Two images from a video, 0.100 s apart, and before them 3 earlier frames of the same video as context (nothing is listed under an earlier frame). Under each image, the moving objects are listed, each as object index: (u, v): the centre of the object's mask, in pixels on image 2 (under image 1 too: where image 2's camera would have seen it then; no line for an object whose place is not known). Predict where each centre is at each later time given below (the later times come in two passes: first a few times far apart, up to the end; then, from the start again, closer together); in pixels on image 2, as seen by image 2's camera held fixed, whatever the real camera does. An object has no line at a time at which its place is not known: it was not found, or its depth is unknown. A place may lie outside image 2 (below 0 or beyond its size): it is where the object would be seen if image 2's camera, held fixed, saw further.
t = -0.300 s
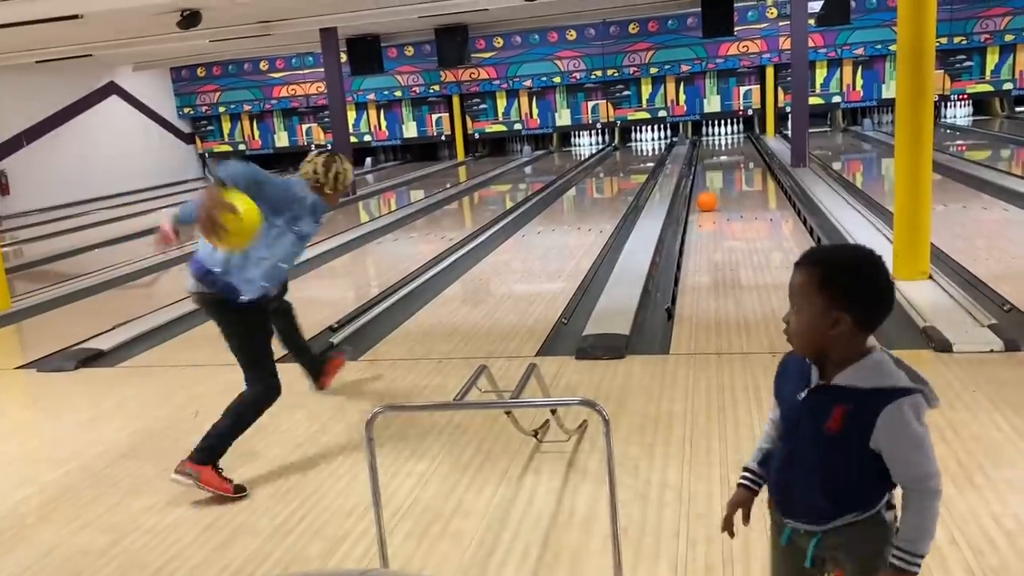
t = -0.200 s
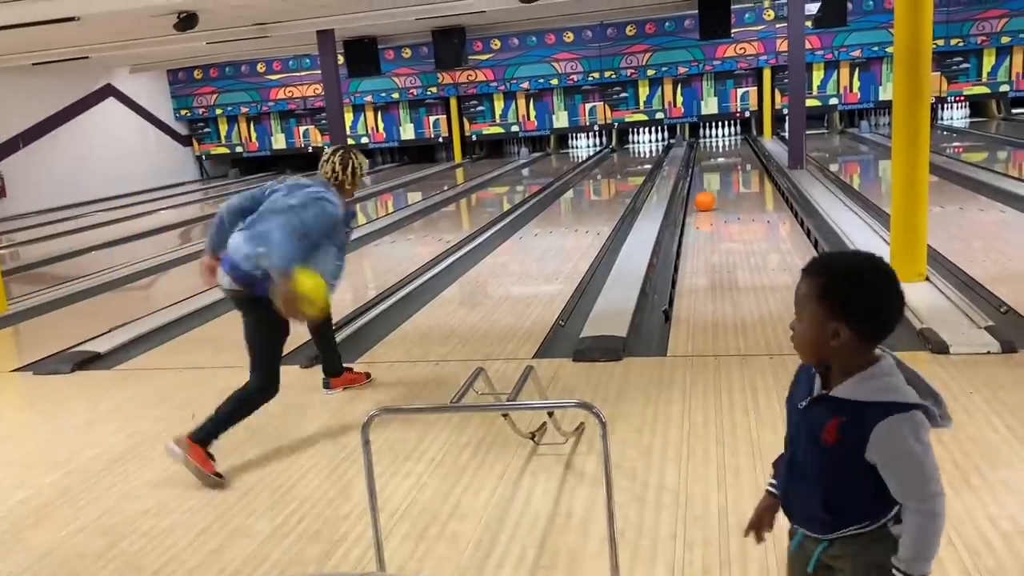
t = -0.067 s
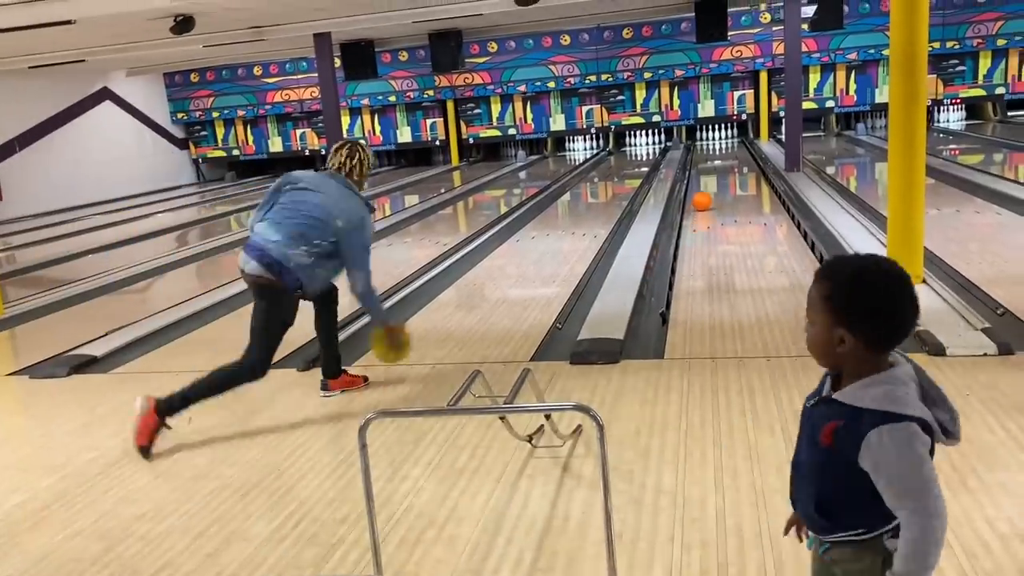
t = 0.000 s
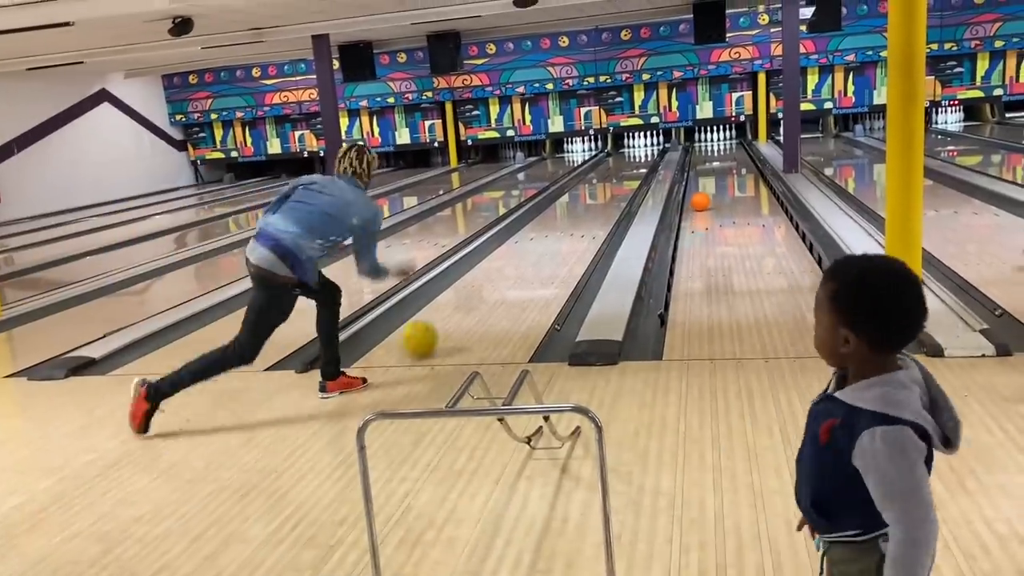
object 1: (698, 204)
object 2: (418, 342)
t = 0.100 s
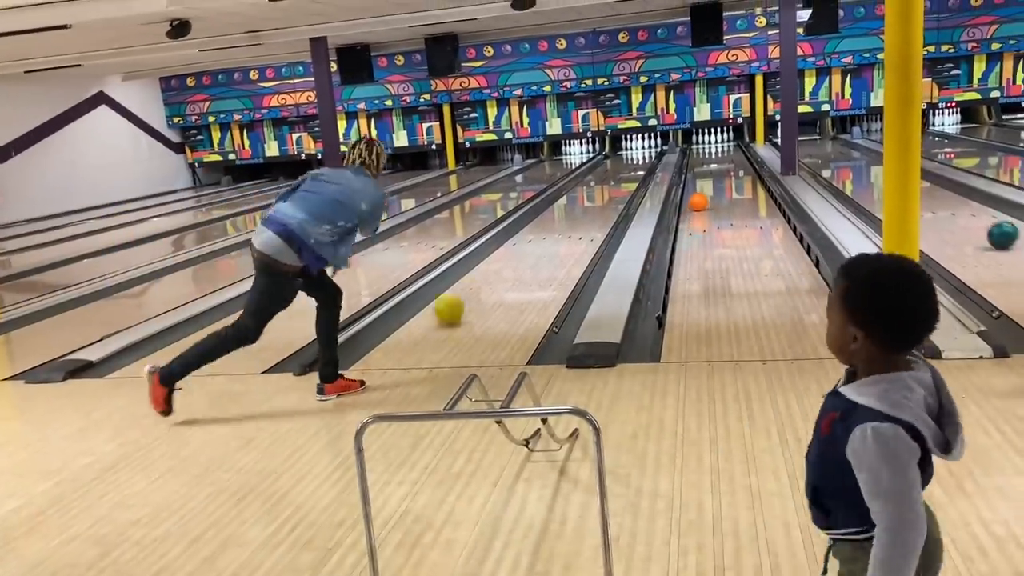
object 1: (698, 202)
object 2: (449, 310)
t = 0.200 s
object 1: (699, 200)
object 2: (473, 285)
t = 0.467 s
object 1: (699, 195)
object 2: (515, 239)
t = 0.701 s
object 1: (699, 192)
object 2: (539, 215)
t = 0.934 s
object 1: (699, 189)
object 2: (554, 197)
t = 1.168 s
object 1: (698, 185)
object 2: (564, 187)
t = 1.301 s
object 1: (698, 183)
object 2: (573, 180)
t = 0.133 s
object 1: (699, 201)
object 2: (457, 301)
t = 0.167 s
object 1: (699, 201)
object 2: (465, 293)
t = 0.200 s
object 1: (699, 200)
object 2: (473, 285)
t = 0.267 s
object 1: (699, 199)
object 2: (486, 271)
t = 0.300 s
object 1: (699, 198)
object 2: (491, 265)
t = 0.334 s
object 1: (699, 198)
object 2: (497, 259)
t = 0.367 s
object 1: (699, 197)
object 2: (502, 253)
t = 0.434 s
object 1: (698, 196)
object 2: (511, 244)
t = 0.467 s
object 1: (699, 195)
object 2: (515, 239)
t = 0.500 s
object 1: (699, 194)
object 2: (519, 235)
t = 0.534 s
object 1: (699, 194)
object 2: (522, 231)
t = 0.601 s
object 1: (699, 193)
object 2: (529, 224)
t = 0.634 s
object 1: (699, 192)
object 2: (533, 221)
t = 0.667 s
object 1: (699, 192)
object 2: (535, 218)
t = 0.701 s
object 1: (699, 192)
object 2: (539, 215)
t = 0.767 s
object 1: (698, 191)
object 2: (544, 209)
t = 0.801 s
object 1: (699, 190)
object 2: (546, 206)
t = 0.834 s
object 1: (699, 190)
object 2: (548, 204)
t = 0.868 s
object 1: (699, 189)
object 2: (551, 201)
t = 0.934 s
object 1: (699, 189)
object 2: (554, 197)
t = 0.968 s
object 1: (698, 188)
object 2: (556, 194)
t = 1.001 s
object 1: (698, 188)
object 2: (558, 193)
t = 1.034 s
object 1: (698, 187)
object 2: (559, 190)
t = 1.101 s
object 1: (698, 186)
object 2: (562, 188)
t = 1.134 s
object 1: (698, 186)
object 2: (563, 187)
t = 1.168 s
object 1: (698, 185)
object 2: (564, 187)
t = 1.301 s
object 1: (698, 183)
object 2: (573, 180)
